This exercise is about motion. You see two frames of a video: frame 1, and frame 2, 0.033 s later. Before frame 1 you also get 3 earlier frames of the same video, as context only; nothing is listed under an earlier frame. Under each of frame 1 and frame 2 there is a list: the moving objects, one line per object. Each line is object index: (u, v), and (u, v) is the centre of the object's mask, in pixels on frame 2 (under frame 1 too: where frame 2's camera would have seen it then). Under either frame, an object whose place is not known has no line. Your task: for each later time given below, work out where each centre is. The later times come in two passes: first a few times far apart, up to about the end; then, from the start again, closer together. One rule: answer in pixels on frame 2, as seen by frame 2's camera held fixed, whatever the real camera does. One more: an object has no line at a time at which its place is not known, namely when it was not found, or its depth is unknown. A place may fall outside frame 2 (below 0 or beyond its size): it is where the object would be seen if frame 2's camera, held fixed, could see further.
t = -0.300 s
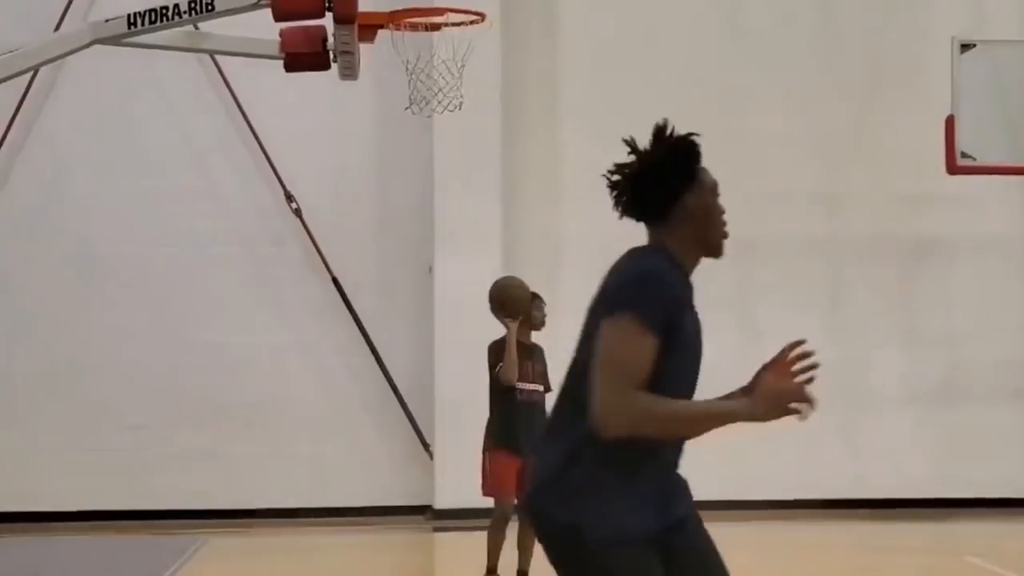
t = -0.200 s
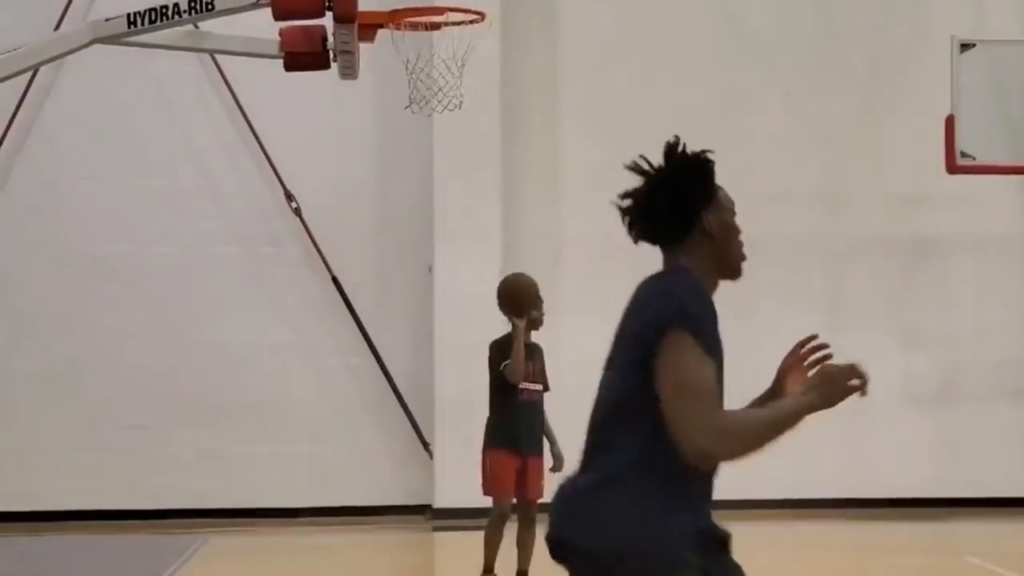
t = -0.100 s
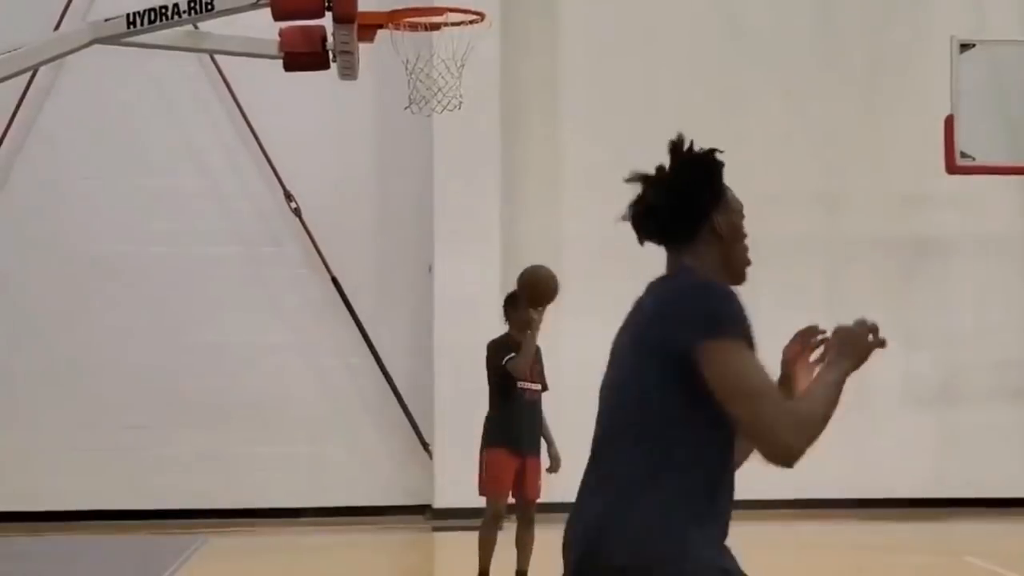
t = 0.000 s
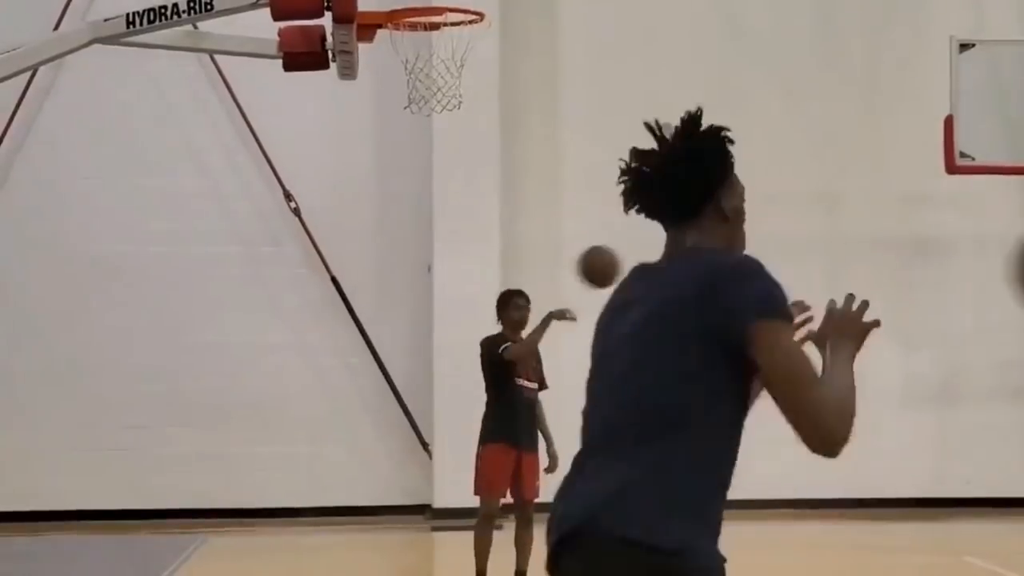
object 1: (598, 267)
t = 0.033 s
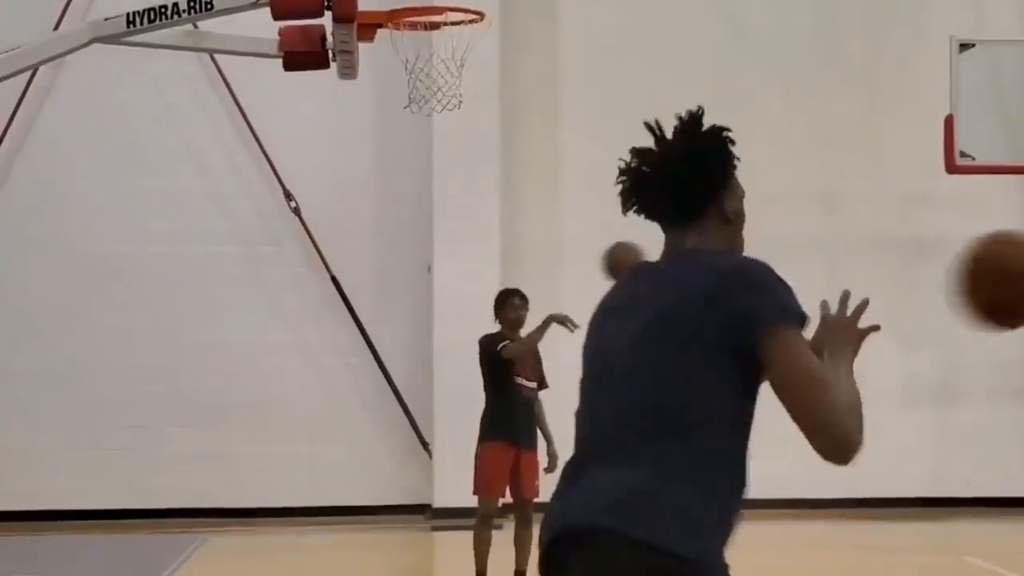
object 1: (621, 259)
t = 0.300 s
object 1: (836, 313)
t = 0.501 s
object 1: (1008, 449)
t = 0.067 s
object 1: (645, 256)
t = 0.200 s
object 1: (754, 278)
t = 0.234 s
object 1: (779, 288)
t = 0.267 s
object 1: (807, 300)
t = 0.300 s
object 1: (836, 313)
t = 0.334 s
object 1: (864, 329)
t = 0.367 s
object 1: (893, 348)
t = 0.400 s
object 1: (922, 369)
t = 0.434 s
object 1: (951, 394)
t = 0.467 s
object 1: (983, 421)
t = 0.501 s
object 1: (1008, 449)
